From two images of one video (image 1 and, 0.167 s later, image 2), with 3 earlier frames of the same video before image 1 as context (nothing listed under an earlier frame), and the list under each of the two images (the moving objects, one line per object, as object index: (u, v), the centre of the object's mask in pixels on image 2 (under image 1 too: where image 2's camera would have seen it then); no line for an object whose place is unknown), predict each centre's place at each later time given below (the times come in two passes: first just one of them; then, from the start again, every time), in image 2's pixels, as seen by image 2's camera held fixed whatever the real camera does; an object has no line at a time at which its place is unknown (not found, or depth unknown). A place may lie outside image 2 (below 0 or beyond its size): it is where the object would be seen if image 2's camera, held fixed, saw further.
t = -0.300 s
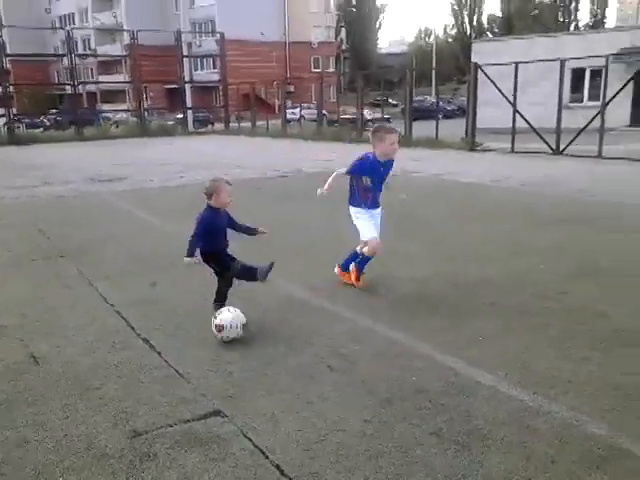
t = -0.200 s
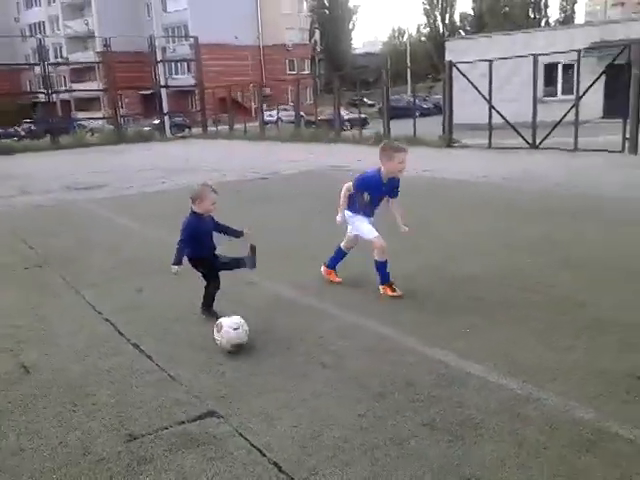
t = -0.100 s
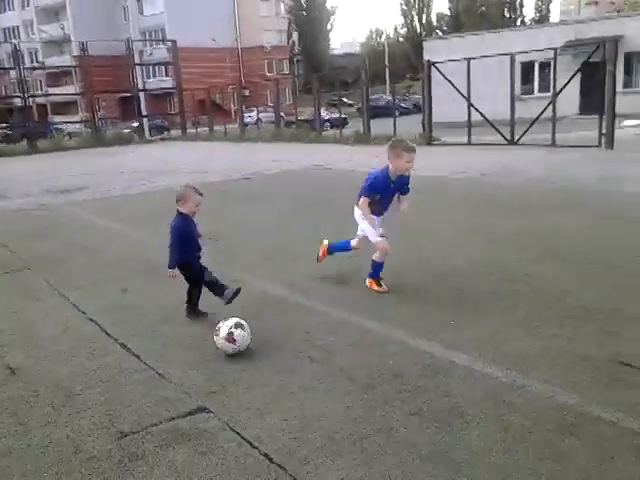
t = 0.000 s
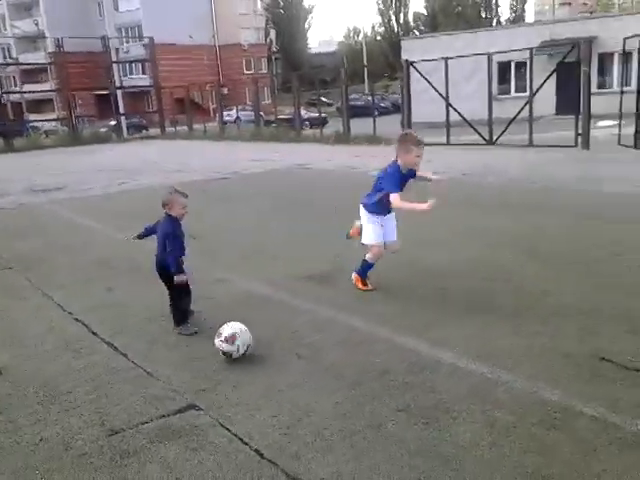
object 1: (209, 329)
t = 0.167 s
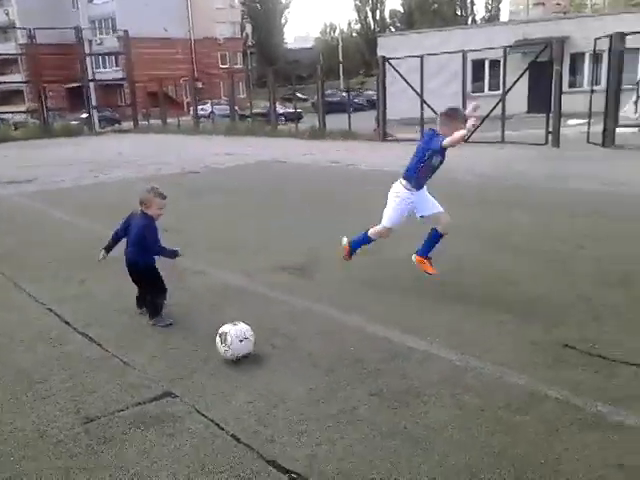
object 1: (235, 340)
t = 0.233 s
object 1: (246, 345)
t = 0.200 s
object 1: (240, 342)
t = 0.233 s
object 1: (246, 345)
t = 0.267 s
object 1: (251, 346)
